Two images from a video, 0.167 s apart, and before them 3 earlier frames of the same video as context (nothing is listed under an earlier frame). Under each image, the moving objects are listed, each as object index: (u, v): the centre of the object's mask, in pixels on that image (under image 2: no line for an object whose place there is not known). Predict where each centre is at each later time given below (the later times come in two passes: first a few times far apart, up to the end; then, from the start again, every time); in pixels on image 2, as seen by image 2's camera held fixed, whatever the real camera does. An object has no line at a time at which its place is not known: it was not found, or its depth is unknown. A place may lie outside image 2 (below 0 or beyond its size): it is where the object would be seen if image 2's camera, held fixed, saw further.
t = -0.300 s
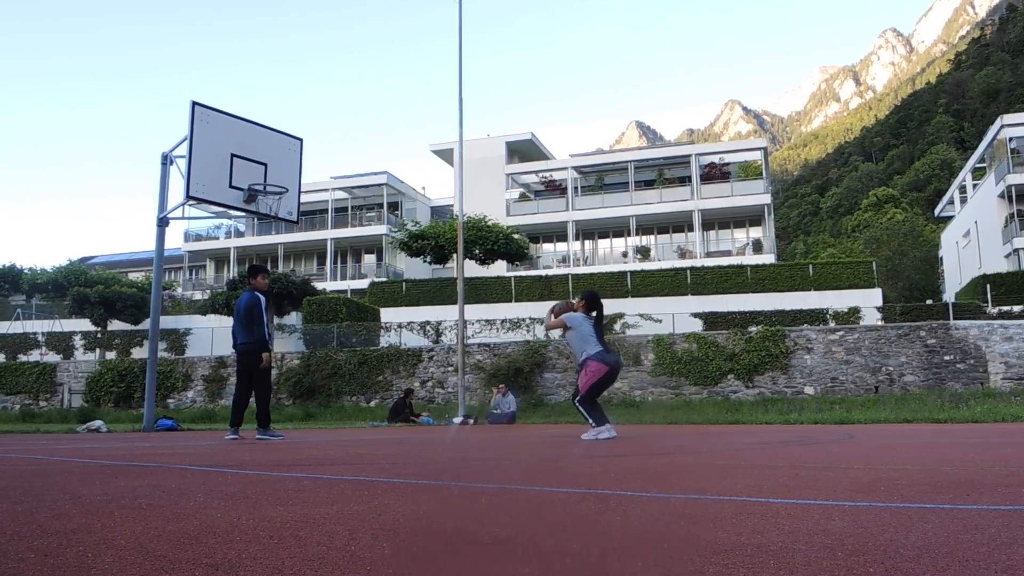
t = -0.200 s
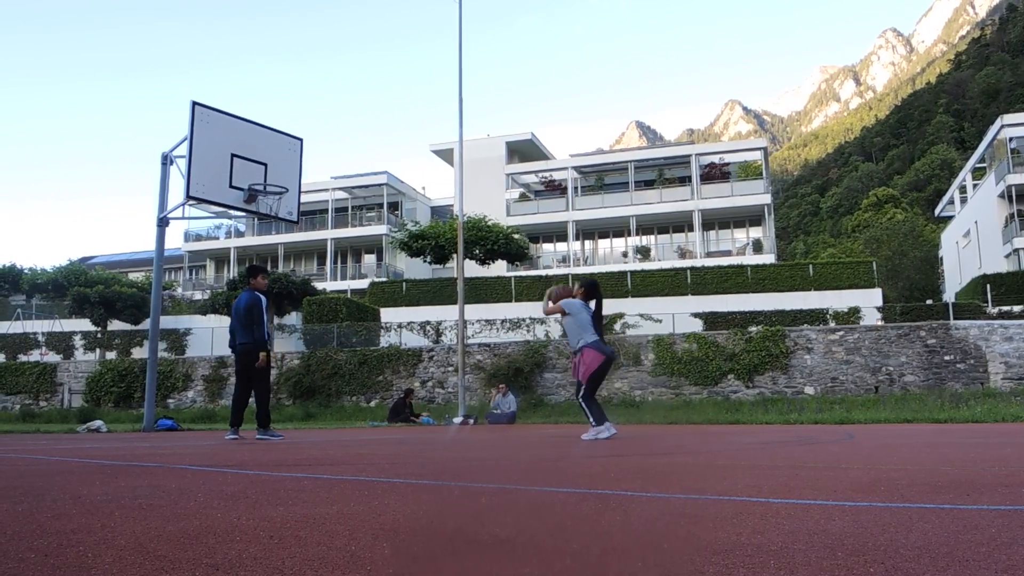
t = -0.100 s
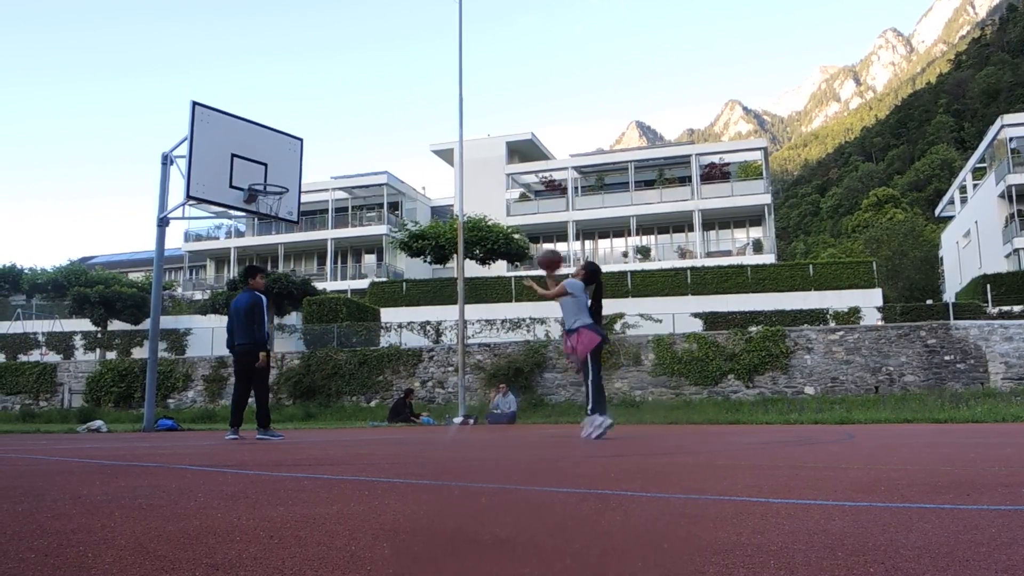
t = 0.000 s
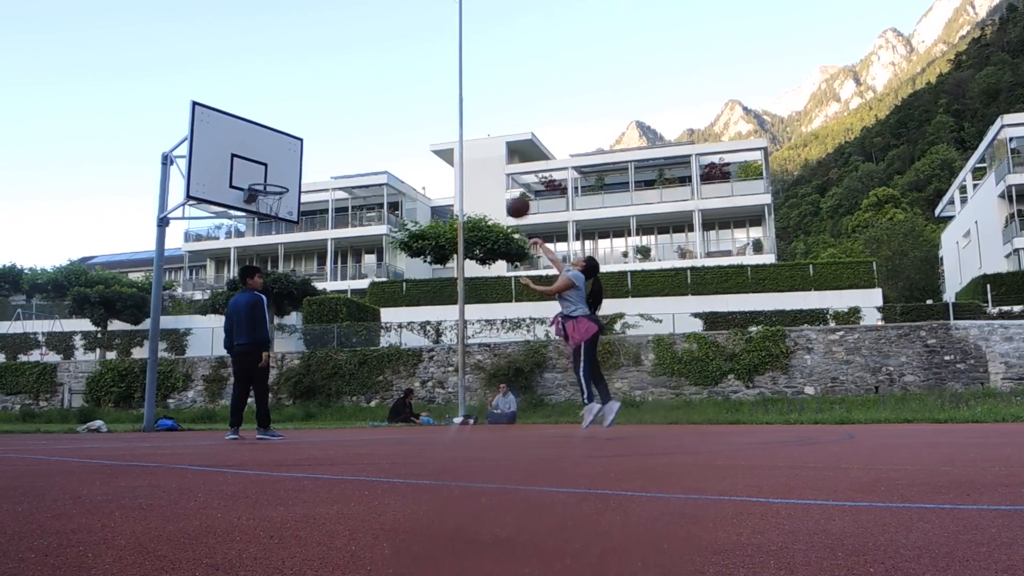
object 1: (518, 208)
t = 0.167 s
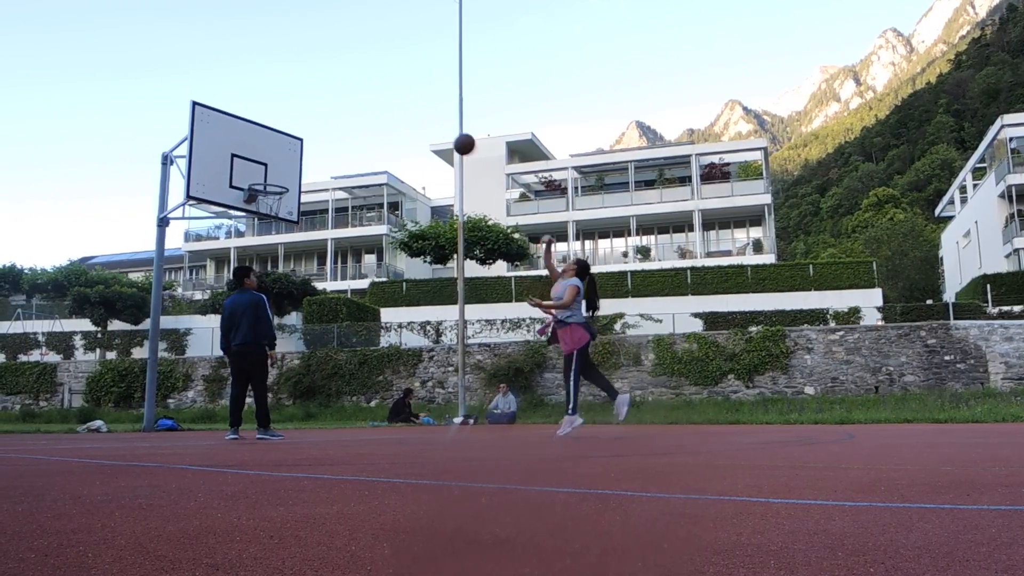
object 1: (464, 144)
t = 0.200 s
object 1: (454, 135)
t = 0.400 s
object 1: (399, 106)
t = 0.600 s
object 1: (349, 111)
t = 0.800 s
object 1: (303, 146)
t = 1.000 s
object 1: (272, 169)
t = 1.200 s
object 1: (280, 146)
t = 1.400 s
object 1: (294, 152)
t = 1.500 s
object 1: (301, 166)
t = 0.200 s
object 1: (454, 135)
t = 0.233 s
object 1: (444, 127)
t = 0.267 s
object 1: (435, 121)
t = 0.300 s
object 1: (426, 116)
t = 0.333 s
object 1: (417, 111)
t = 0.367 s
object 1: (407, 108)
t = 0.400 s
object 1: (399, 106)
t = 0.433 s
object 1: (390, 104)
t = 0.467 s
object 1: (382, 104)
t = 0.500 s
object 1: (373, 104)
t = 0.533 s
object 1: (365, 106)
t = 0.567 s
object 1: (357, 108)
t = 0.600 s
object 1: (349, 111)
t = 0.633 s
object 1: (341, 115)
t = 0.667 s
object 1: (334, 120)
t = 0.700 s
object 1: (326, 125)
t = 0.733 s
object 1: (318, 131)
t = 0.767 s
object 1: (311, 138)
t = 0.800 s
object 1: (303, 146)
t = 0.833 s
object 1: (296, 155)
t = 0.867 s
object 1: (289, 164)
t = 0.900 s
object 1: (282, 174)
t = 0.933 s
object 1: (277, 182)
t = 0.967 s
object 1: (274, 176)
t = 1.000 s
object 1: (272, 169)
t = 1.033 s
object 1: (270, 164)
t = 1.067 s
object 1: (270, 159)
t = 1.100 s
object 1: (273, 155)
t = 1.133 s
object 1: (275, 151)
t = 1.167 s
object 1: (278, 148)
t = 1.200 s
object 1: (280, 146)
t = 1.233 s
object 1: (283, 145)
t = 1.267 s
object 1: (285, 145)
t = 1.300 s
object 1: (287, 145)
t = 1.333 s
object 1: (289, 147)
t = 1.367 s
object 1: (292, 149)
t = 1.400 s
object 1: (294, 152)
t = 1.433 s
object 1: (296, 156)
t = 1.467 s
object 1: (298, 160)
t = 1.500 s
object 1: (301, 166)
